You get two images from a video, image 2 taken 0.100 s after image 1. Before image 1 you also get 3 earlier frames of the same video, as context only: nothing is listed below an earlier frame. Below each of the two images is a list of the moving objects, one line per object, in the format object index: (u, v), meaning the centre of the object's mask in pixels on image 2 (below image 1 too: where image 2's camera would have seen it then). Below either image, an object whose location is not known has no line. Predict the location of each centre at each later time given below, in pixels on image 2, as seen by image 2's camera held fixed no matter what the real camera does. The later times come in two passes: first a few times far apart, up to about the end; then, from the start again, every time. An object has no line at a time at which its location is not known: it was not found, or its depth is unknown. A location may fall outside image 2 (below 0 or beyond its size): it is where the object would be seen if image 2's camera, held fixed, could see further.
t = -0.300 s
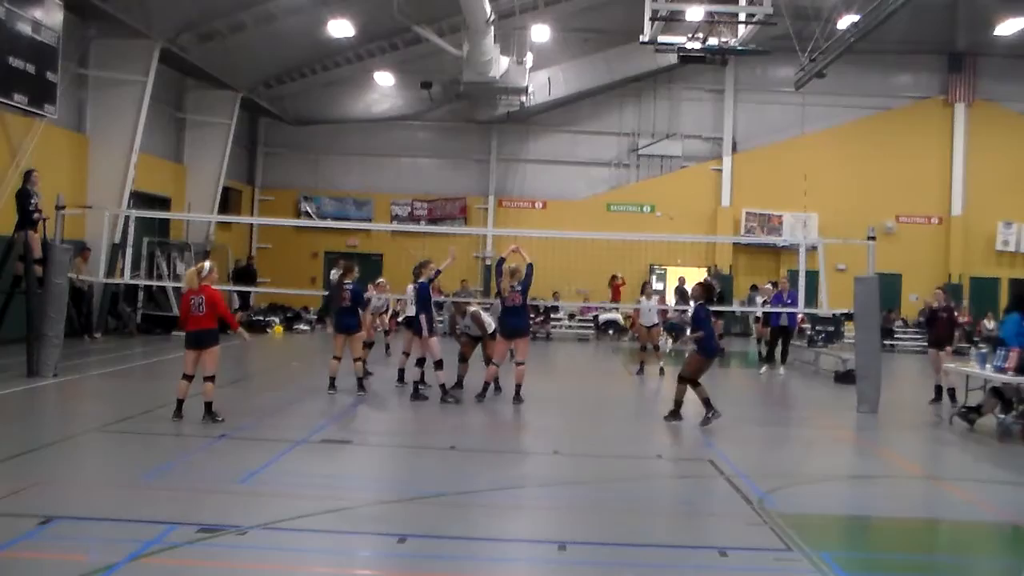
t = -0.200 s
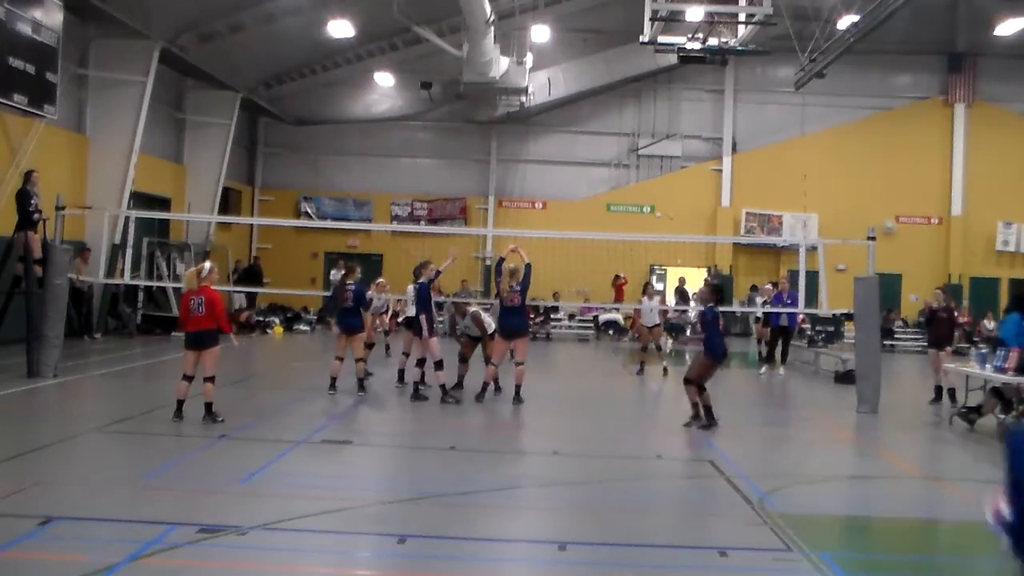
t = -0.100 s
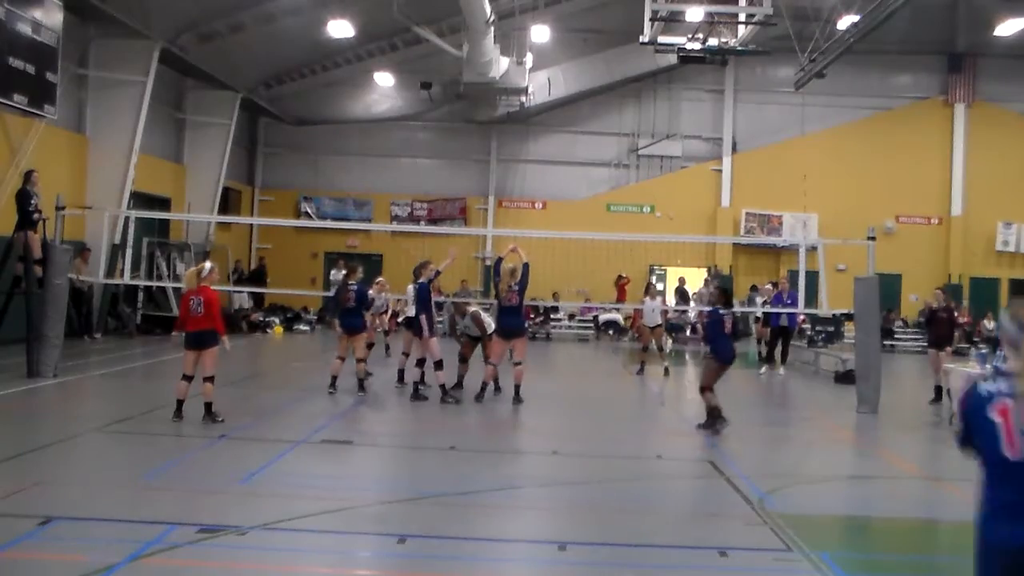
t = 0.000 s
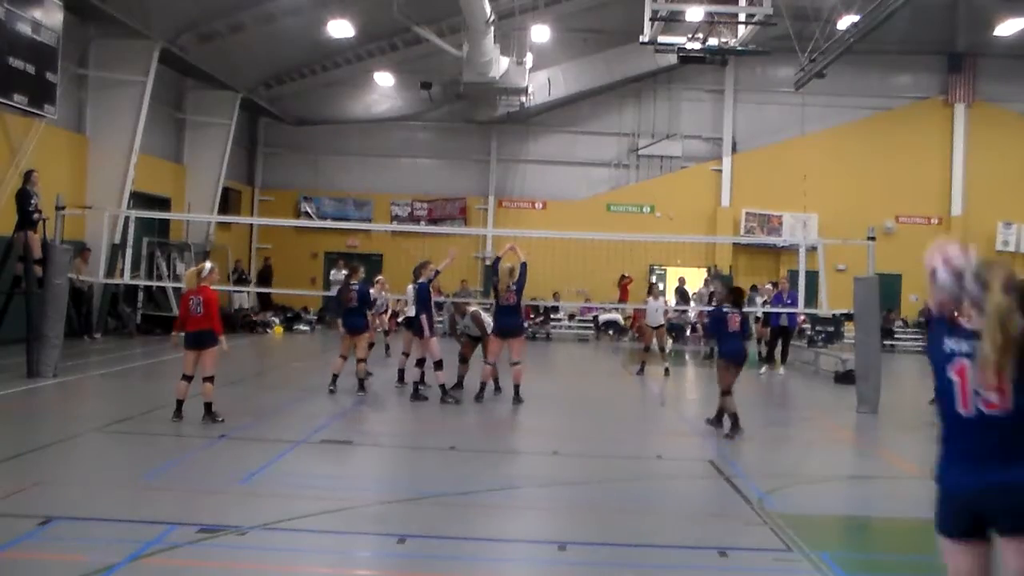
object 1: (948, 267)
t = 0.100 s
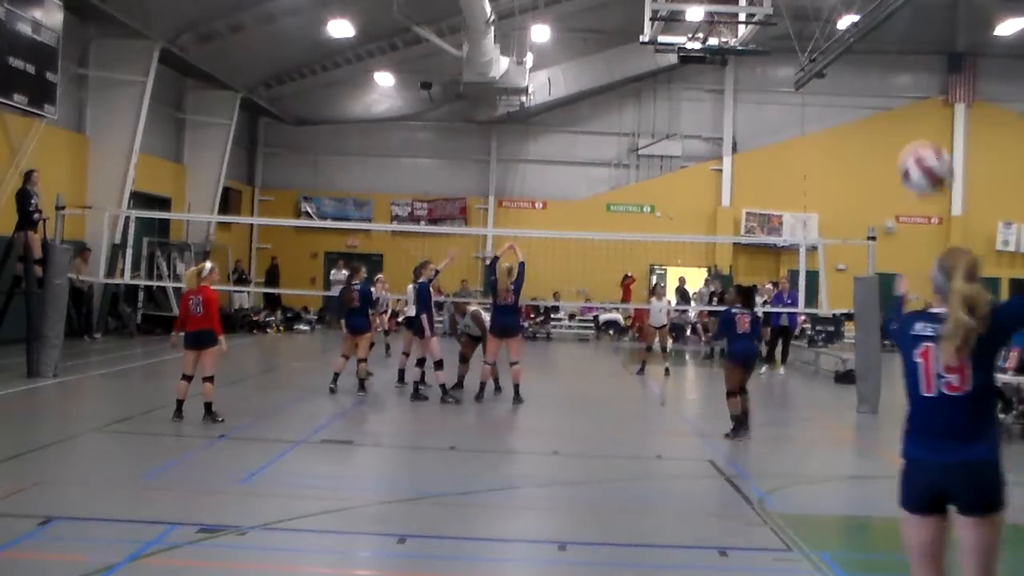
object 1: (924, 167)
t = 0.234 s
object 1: (891, 82)
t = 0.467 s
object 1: (836, 44)
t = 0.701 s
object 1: (788, 116)
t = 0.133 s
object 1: (916, 141)
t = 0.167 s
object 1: (908, 118)
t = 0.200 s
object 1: (899, 99)
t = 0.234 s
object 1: (891, 82)
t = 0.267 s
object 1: (882, 70)
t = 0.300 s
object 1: (874, 59)
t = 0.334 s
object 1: (866, 50)
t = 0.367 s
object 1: (859, 46)
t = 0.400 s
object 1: (852, 43)
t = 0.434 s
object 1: (843, 42)
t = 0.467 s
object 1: (836, 44)
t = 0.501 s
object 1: (829, 48)
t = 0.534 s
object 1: (822, 53)
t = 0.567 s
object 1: (816, 62)
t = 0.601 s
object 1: (809, 72)
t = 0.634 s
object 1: (802, 85)
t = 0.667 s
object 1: (795, 99)
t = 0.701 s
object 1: (788, 116)
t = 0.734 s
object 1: (780, 134)
